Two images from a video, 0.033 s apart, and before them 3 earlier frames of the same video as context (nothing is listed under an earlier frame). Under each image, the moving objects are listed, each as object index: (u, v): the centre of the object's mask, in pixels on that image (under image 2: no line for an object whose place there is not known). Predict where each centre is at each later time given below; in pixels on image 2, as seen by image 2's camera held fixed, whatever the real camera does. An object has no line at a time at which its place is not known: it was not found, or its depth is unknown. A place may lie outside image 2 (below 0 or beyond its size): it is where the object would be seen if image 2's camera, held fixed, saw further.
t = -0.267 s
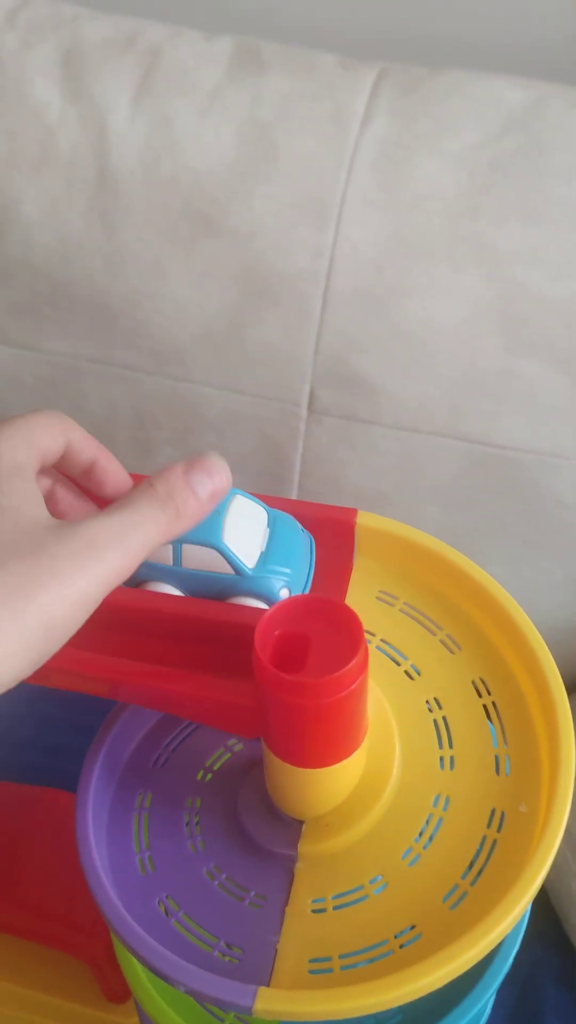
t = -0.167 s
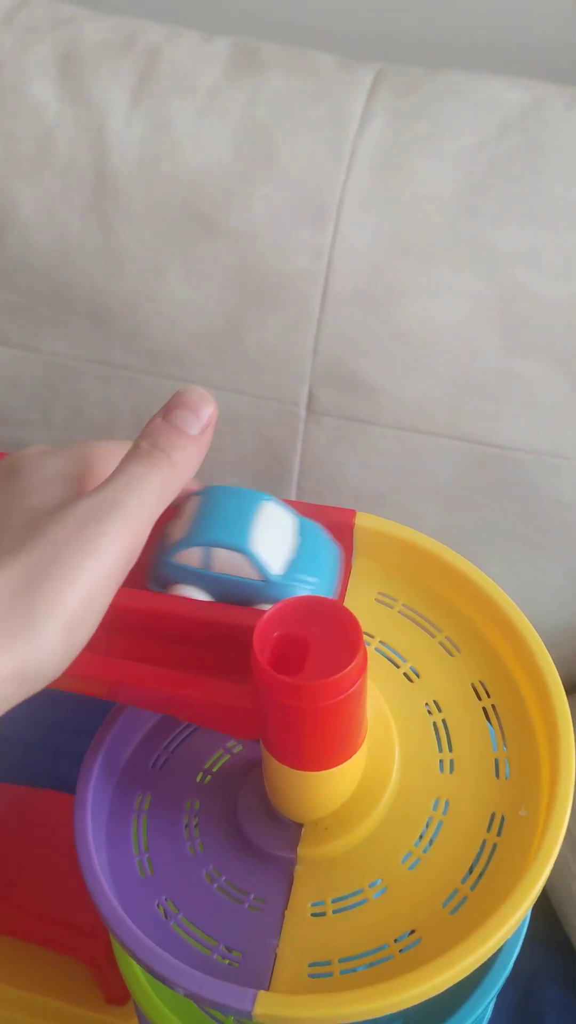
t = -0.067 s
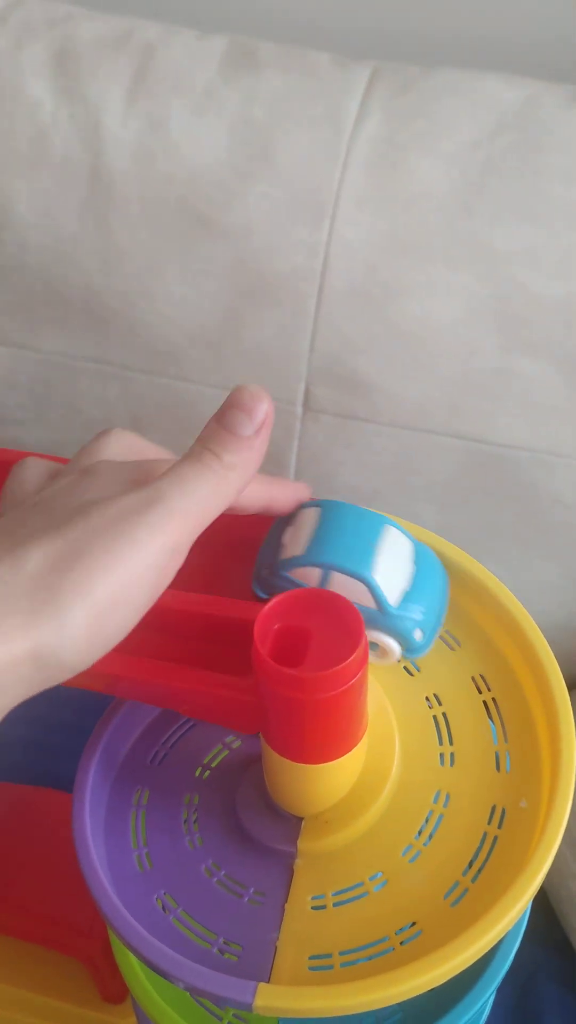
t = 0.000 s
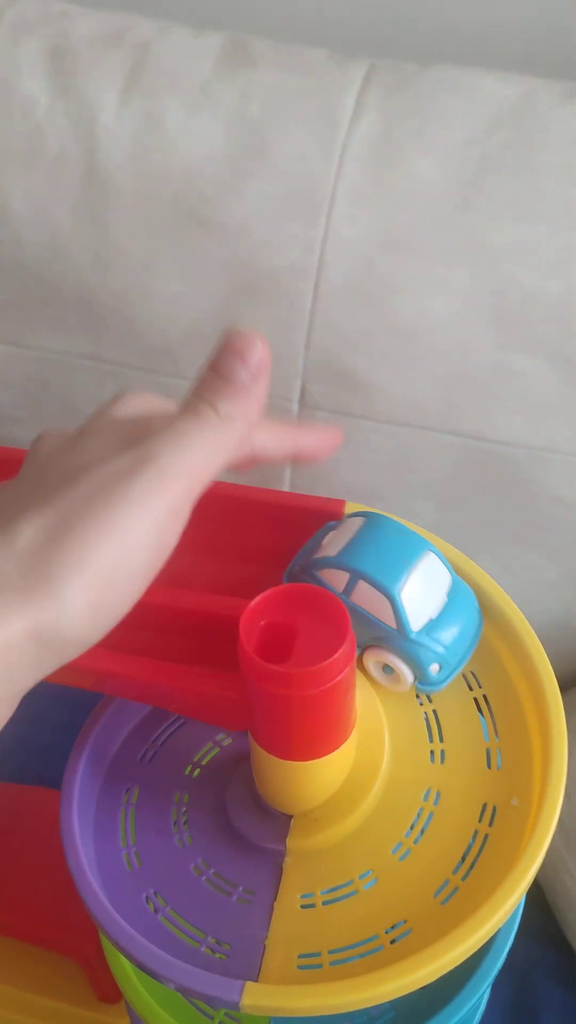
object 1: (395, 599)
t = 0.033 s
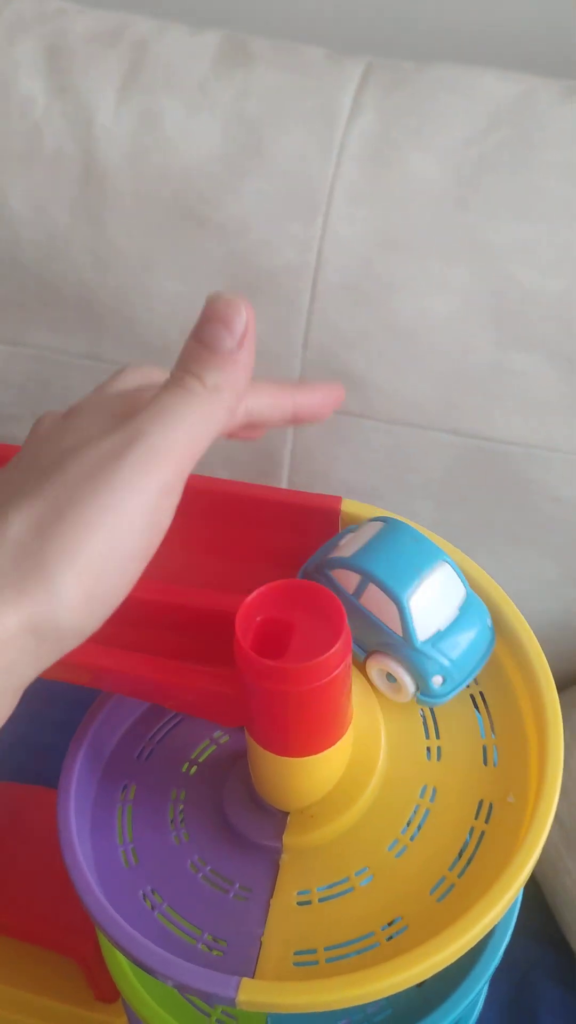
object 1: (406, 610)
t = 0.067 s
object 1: (419, 622)
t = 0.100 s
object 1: (428, 633)
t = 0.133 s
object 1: (433, 642)
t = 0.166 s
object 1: (435, 646)
